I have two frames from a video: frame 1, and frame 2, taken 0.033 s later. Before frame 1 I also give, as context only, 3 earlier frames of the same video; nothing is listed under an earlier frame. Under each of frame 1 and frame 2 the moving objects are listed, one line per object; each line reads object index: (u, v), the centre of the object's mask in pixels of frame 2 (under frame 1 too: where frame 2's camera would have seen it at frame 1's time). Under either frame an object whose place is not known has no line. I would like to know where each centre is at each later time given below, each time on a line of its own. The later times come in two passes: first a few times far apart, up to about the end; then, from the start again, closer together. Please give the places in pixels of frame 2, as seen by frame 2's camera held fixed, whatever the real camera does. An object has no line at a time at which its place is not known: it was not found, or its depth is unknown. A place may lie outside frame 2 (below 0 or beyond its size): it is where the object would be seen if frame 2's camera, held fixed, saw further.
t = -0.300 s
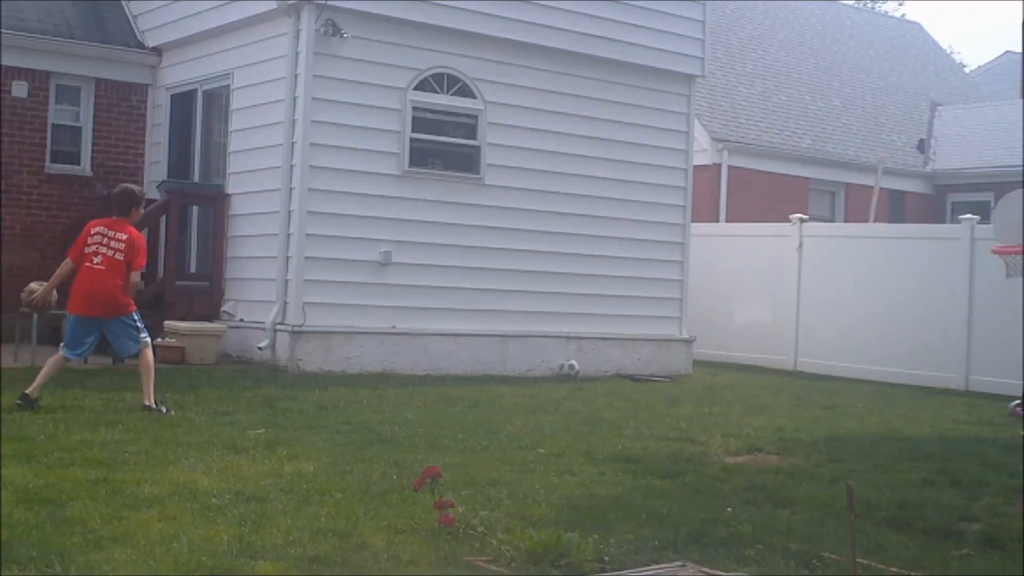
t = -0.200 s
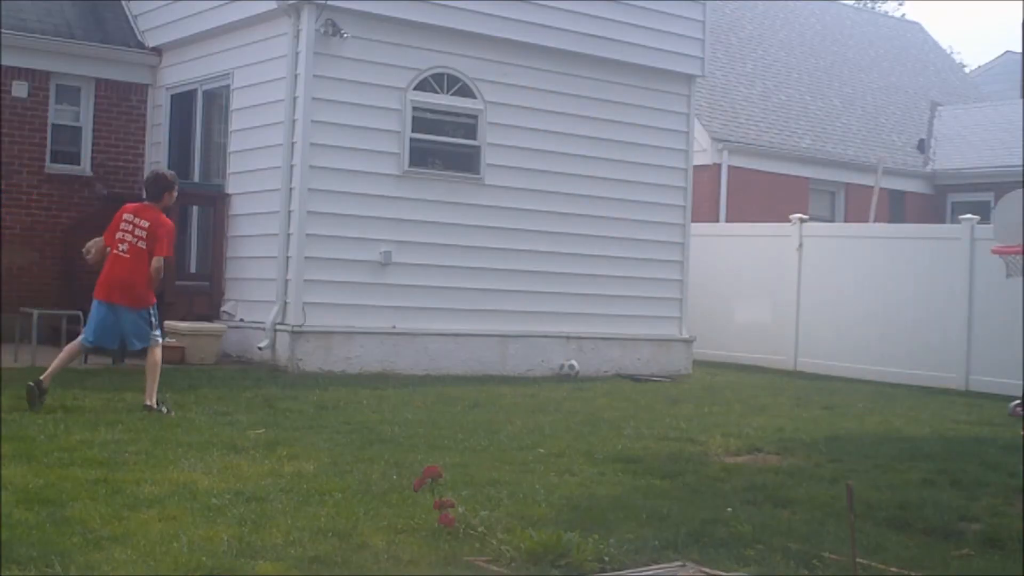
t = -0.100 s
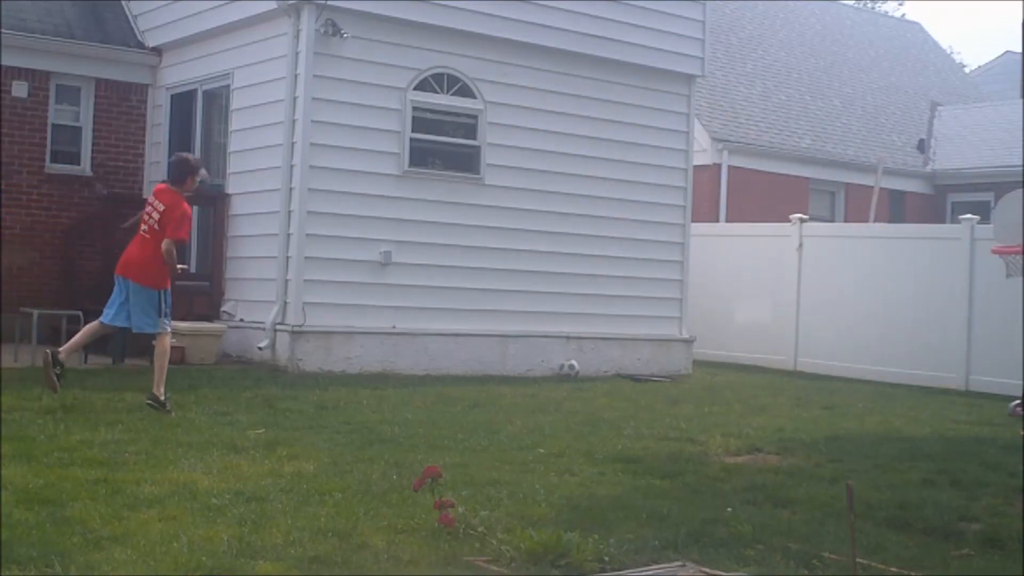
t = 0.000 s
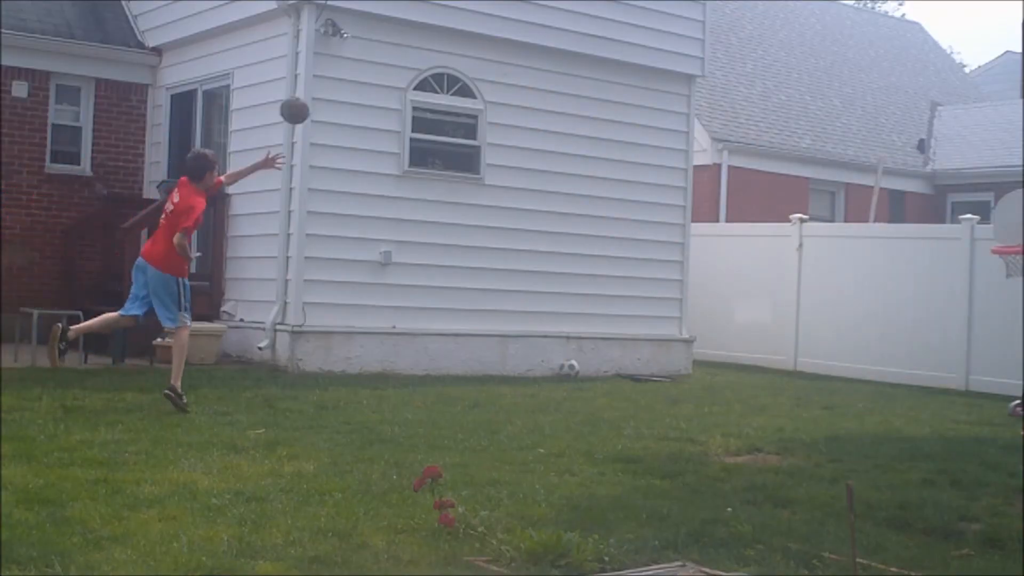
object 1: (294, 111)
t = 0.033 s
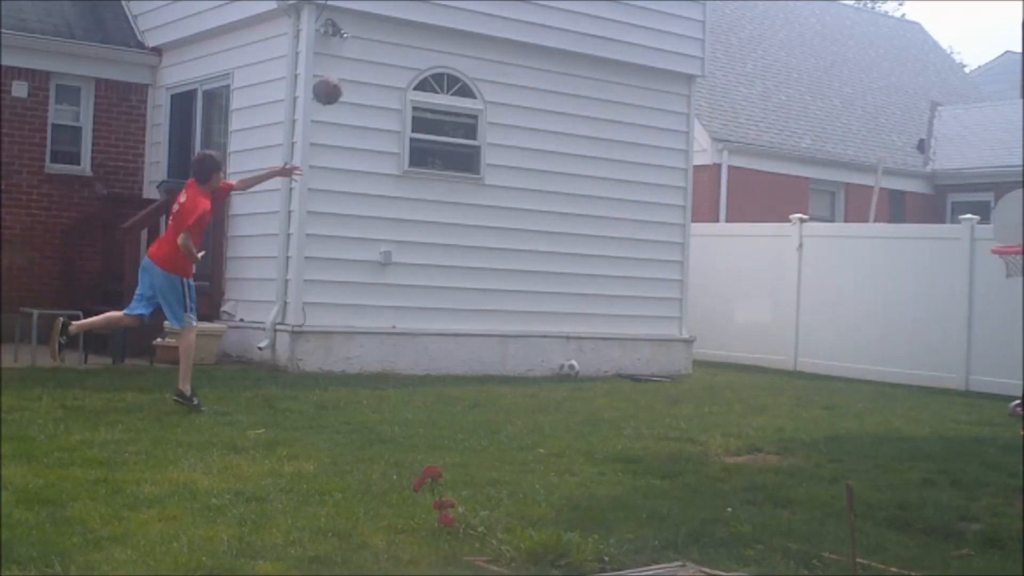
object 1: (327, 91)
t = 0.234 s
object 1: (506, 12)
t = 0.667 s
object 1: (812, 32)
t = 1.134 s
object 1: (1016, 241)
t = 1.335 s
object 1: (1014, 242)
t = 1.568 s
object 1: (1013, 277)
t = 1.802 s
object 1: (1002, 348)
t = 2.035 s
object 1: (996, 395)
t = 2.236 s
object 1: (997, 389)
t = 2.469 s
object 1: (1000, 406)
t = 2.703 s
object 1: (1006, 410)
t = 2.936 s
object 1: (1008, 410)
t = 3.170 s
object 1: (1007, 410)
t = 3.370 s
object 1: (1007, 410)
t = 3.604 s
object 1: (1006, 410)
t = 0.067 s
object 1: (359, 73)
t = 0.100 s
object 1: (390, 57)
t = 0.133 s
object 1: (420, 43)
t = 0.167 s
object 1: (449, 31)
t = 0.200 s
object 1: (478, 20)
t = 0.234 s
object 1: (506, 12)
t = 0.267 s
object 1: (533, 8)
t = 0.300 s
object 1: (560, 5)
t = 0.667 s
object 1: (812, 32)
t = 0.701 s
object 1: (832, 43)
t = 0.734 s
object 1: (851, 55)
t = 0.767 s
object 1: (870, 68)
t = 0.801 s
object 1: (889, 82)
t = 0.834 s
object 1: (907, 98)
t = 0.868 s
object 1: (925, 114)
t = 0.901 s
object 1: (942, 131)
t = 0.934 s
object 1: (958, 150)
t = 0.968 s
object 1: (975, 169)
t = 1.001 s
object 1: (992, 190)
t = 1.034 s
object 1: (1006, 211)
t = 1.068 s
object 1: (1017, 234)
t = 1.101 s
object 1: (1016, 239)
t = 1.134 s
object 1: (1016, 241)
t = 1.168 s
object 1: (1014, 244)
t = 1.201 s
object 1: (1014, 239)
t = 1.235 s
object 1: (1013, 241)
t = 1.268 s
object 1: (1012, 240)
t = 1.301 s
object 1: (1013, 240)
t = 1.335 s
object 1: (1014, 242)
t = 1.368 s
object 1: (1018, 253)
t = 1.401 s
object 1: (1016, 261)
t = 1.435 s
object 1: (1016, 263)
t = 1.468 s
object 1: (1015, 266)
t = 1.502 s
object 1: (1014, 267)
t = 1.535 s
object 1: (1014, 271)
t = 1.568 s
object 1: (1013, 277)
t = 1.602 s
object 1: (1012, 283)
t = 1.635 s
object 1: (1011, 291)
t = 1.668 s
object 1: (1009, 300)
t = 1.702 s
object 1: (1007, 310)
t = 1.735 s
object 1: (1005, 321)
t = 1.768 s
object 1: (1004, 335)
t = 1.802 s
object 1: (1002, 348)
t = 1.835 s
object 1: (1000, 364)
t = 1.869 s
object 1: (999, 380)
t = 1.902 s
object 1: (996, 398)
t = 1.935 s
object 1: (995, 411)
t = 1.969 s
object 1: (995, 406)
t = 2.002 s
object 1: (995, 401)
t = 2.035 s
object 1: (996, 395)
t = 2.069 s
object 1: (996, 391)
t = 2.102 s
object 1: (997, 388)
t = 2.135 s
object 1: (997, 387)
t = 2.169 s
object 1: (997, 387)
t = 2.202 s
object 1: (997, 387)
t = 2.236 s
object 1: (997, 389)
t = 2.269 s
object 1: (997, 392)
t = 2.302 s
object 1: (998, 397)
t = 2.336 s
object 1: (997, 403)
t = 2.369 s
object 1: (997, 408)
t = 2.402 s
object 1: (997, 409)
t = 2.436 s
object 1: (999, 407)
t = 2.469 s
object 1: (1000, 406)
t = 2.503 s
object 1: (1001, 406)
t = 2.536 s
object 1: (1001, 407)
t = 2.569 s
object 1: (1003, 408)
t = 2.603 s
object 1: (1003, 410)
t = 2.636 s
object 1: (1004, 410)
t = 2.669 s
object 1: (1005, 409)
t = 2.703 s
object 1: (1006, 410)
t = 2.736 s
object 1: (1007, 410)
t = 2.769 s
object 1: (1007, 410)
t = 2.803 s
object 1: (1007, 410)
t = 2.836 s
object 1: (1007, 410)
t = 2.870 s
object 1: (1008, 410)
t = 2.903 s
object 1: (1008, 410)
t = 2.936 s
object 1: (1008, 410)
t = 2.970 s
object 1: (1008, 410)
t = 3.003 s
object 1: (1008, 410)
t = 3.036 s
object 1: (1008, 410)
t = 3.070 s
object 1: (1007, 410)
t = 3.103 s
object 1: (1007, 410)
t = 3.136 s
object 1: (1007, 410)
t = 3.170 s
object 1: (1007, 410)
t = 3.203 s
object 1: (1007, 410)
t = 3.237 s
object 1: (1007, 410)
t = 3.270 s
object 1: (1007, 410)
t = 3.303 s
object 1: (1007, 410)
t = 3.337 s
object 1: (1007, 410)
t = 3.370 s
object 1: (1007, 410)
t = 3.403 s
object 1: (1007, 410)
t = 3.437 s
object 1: (1007, 410)
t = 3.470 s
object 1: (1007, 410)
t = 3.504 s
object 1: (1007, 410)
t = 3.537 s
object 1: (1007, 410)
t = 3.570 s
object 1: (1007, 410)
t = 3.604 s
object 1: (1006, 410)
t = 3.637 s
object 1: (1007, 410)
